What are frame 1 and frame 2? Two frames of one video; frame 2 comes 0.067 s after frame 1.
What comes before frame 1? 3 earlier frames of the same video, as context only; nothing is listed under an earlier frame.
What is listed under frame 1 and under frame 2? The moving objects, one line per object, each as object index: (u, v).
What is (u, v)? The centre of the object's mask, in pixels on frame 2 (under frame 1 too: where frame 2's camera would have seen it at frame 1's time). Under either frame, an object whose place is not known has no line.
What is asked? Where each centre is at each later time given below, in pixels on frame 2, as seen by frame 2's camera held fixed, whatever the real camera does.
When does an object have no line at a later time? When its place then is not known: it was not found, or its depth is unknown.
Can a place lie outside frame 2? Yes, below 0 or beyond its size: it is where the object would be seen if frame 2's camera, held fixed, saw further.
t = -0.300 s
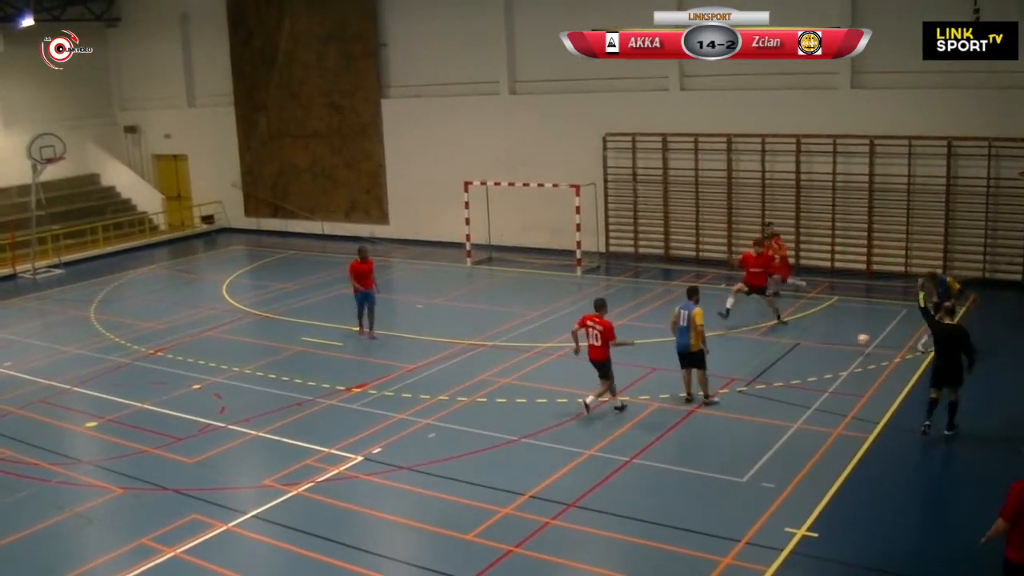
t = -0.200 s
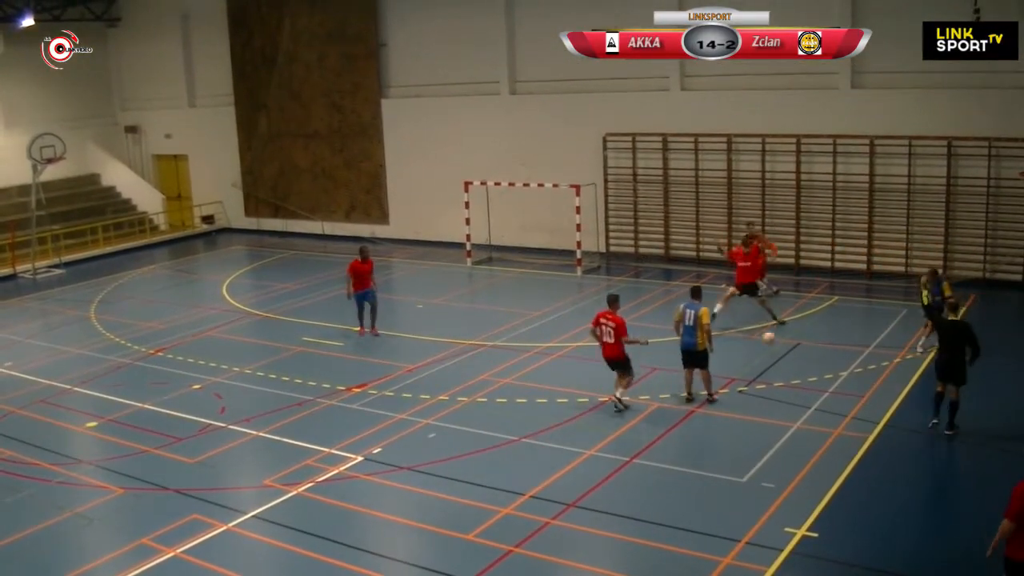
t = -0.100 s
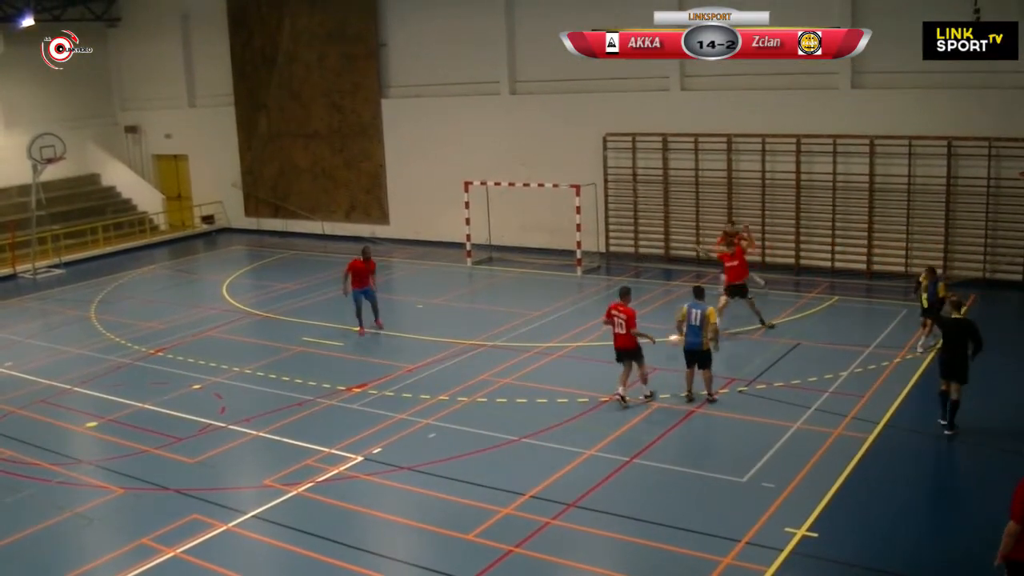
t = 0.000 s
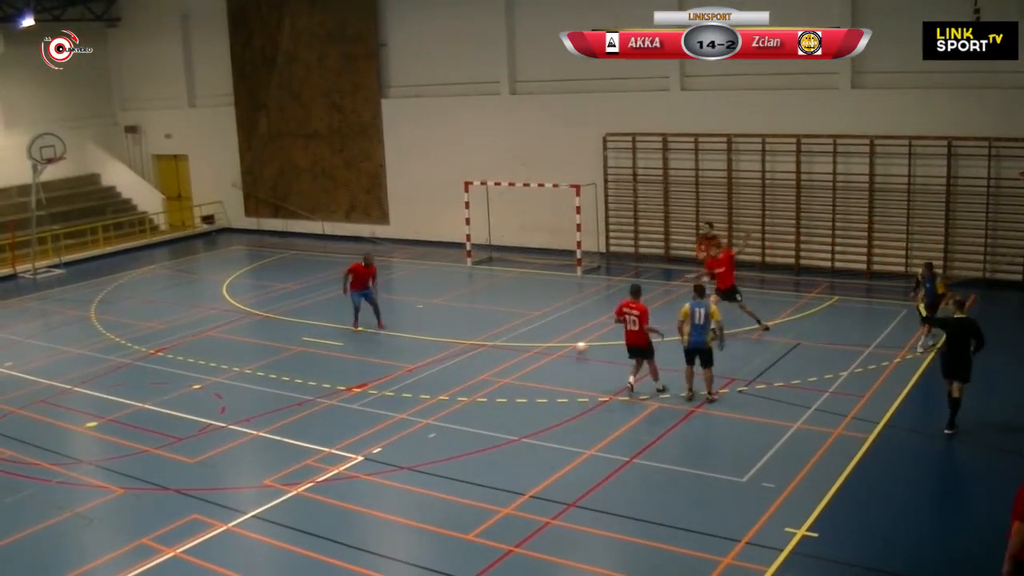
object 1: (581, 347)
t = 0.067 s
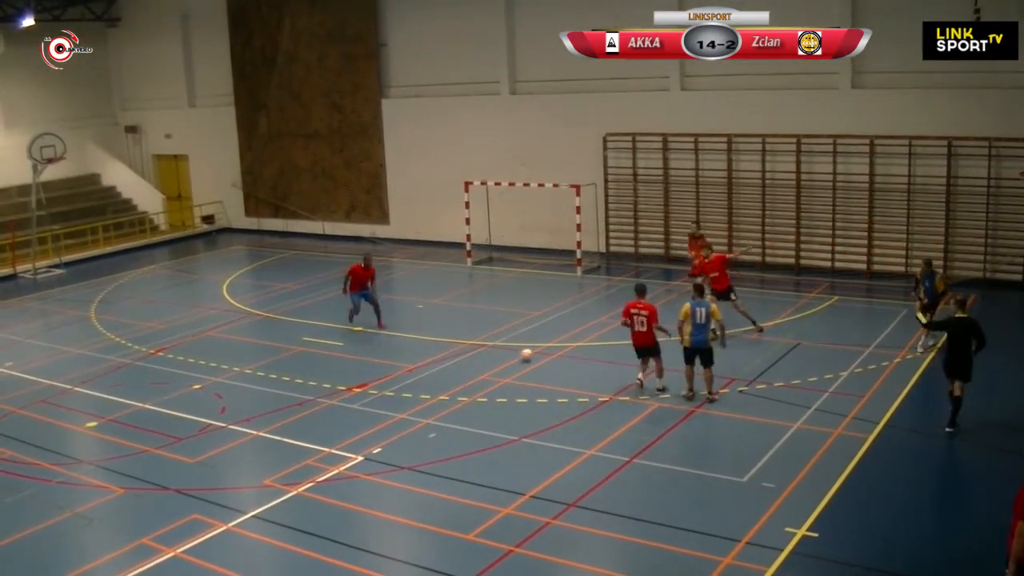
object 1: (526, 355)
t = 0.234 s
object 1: (396, 355)
